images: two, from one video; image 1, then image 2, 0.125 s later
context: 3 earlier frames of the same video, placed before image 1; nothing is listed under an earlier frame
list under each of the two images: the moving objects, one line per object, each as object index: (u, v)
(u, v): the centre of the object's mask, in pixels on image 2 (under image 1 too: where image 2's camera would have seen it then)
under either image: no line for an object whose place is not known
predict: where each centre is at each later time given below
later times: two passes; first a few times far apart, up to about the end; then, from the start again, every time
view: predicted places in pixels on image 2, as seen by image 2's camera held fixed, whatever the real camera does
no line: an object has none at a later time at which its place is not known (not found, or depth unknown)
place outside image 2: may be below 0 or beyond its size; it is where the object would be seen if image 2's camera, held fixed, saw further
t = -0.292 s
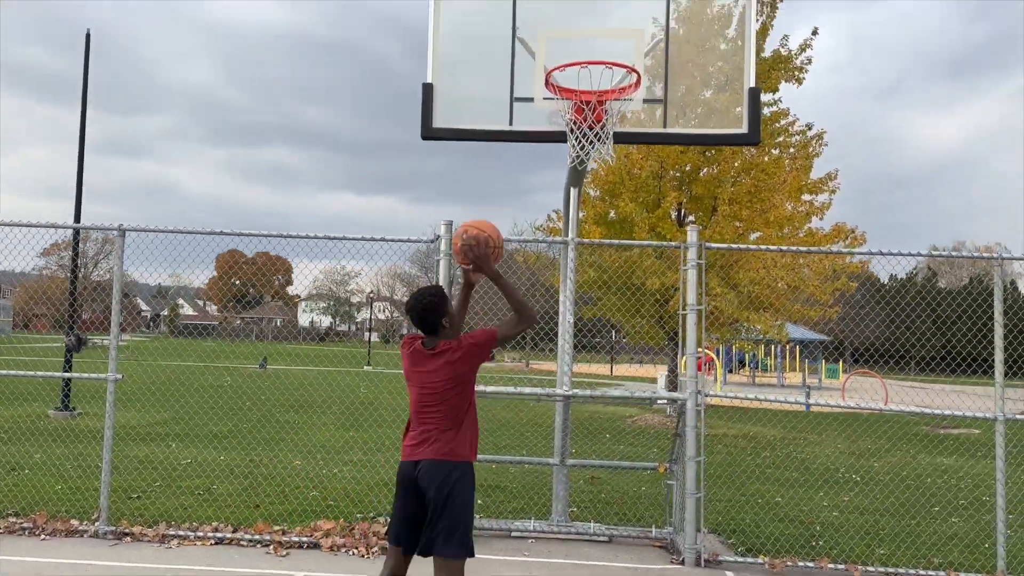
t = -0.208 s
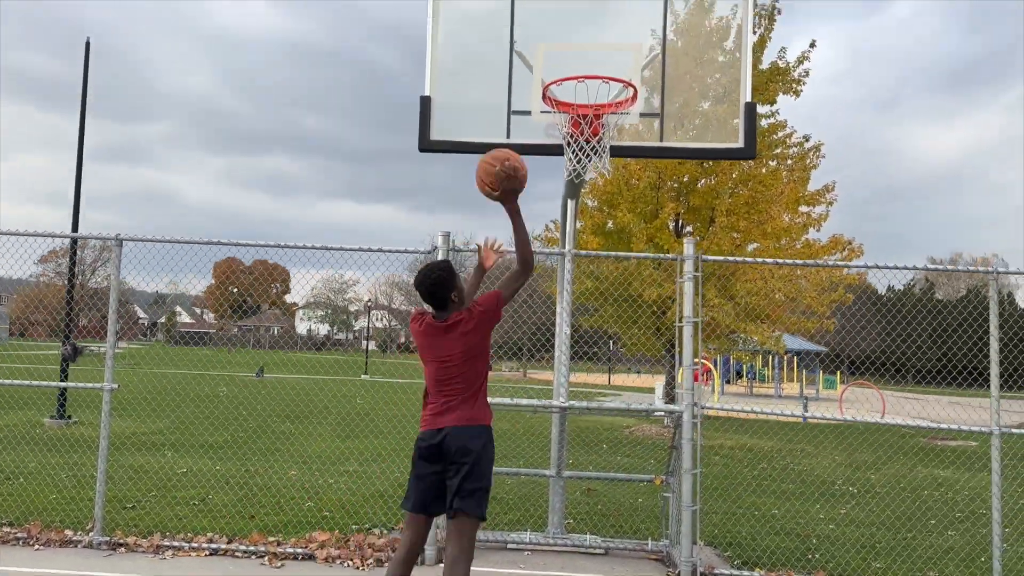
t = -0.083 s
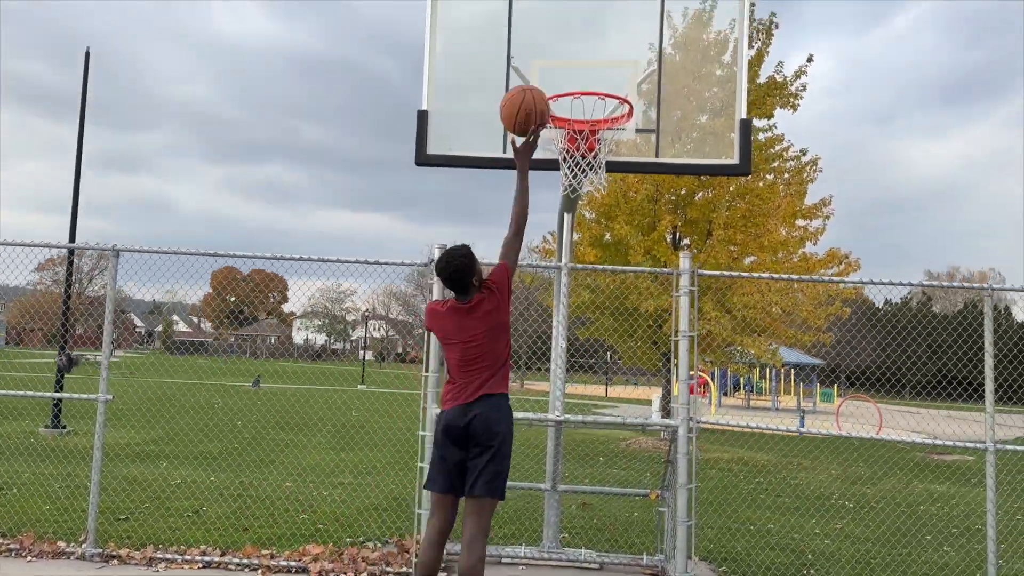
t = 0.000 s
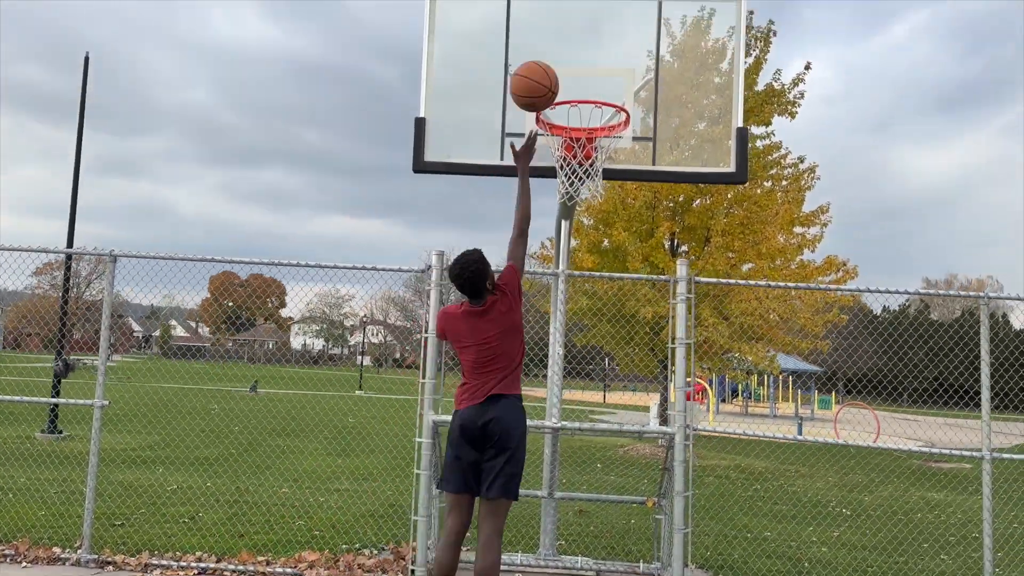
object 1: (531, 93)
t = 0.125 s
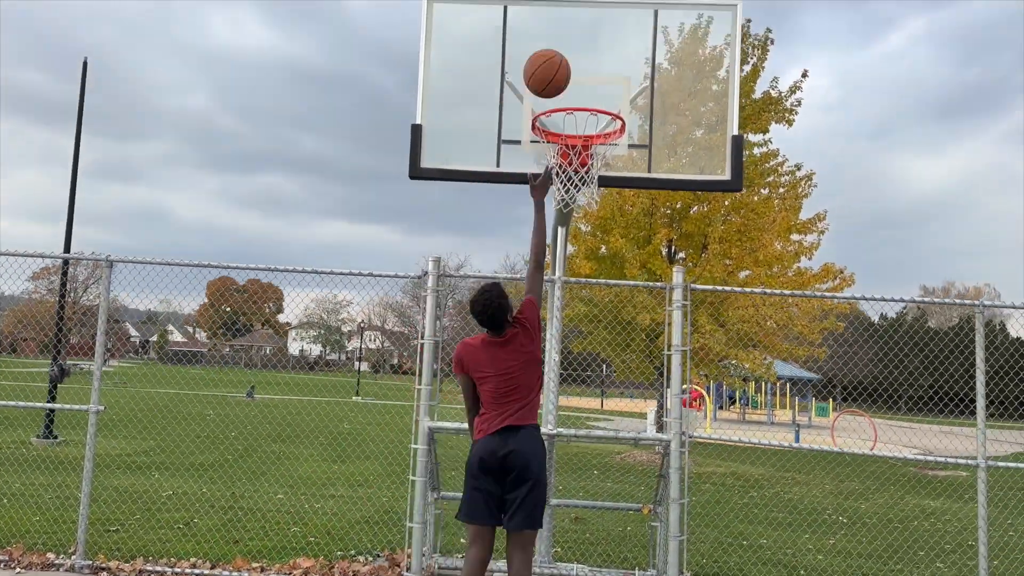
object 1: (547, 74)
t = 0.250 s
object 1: (558, 83)
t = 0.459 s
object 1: (576, 160)
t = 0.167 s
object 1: (550, 74)
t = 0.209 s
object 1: (555, 78)
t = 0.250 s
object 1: (558, 83)
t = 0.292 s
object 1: (562, 93)
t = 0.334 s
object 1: (565, 104)
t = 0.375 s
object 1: (569, 124)
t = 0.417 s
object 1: (572, 135)
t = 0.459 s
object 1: (576, 160)
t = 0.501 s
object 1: (581, 170)
